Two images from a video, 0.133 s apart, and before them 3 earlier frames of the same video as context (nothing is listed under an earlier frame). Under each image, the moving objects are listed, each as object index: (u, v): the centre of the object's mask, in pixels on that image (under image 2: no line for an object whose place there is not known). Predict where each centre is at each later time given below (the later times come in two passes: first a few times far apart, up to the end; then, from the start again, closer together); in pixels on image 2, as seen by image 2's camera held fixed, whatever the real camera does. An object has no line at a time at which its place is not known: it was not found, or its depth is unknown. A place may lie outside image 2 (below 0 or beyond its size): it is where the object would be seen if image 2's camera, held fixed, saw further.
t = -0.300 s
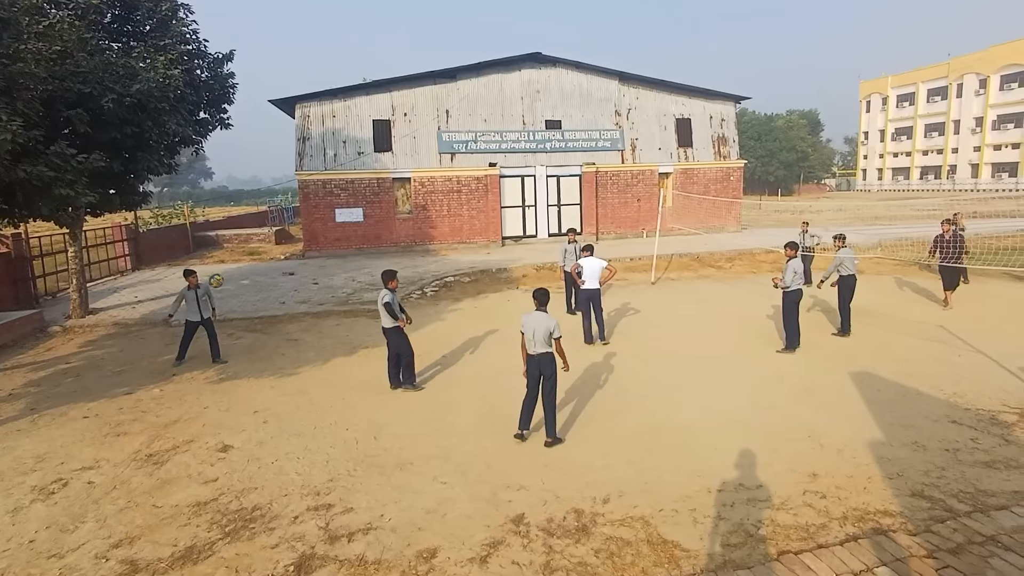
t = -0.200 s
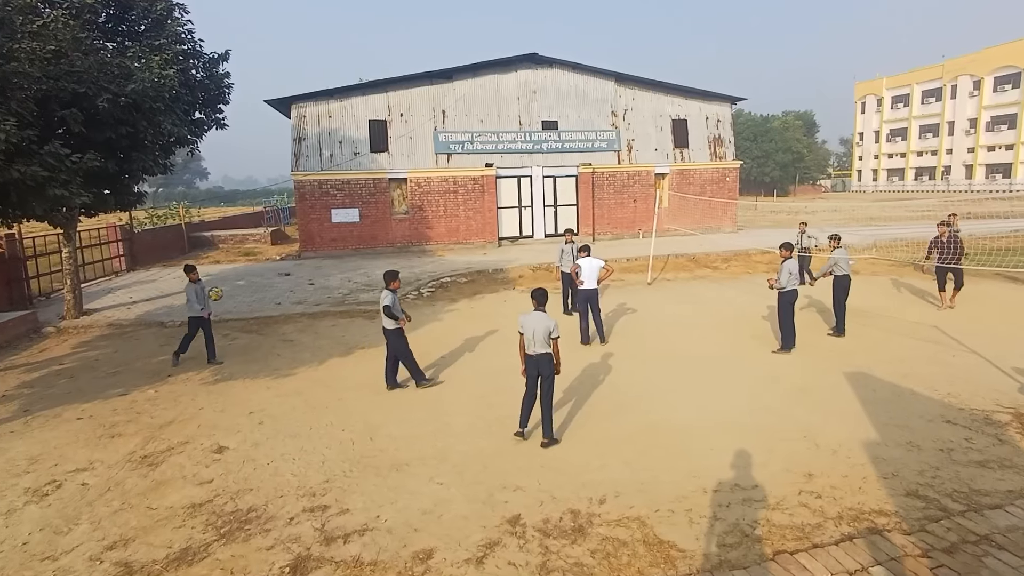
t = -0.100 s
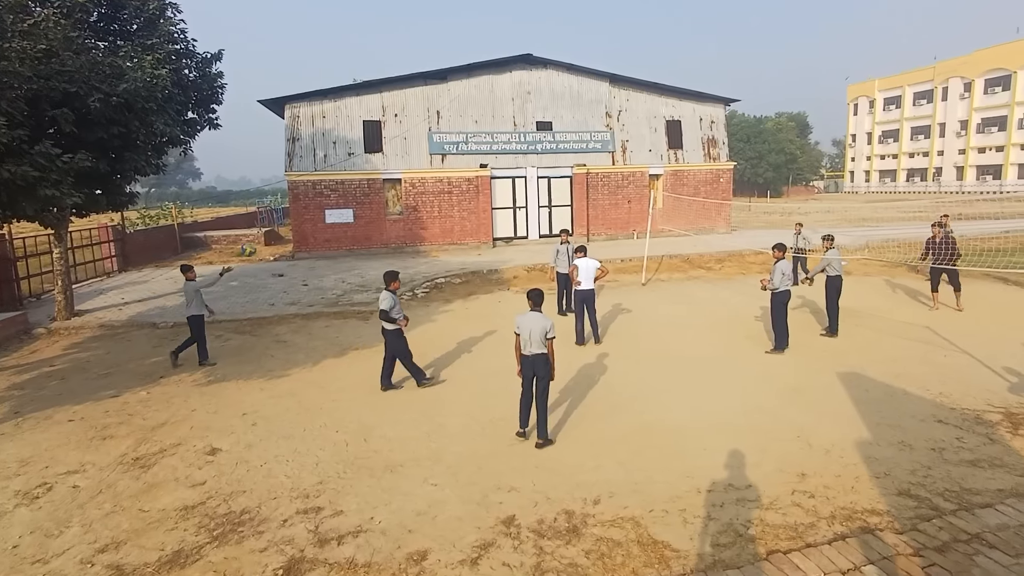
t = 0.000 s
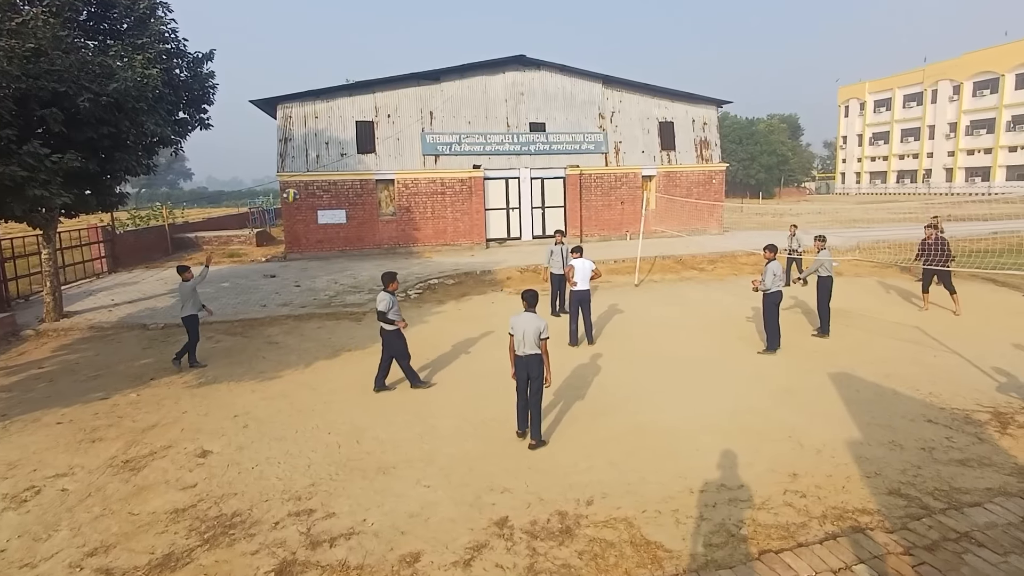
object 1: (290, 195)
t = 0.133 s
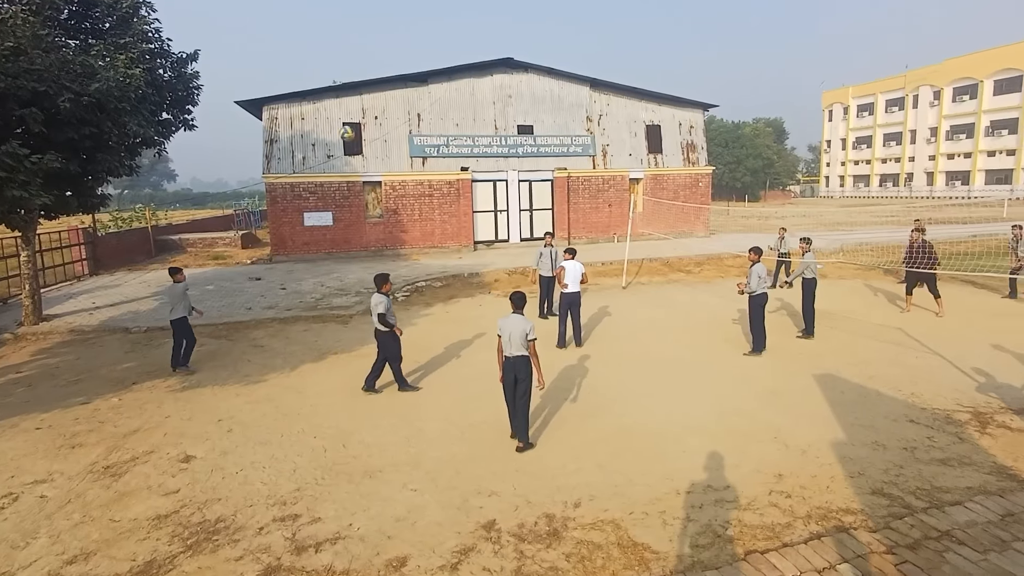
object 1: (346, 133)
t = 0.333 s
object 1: (450, 61)
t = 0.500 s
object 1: (535, 22)
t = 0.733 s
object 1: (650, 2)
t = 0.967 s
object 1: (756, 22)
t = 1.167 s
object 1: (839, 65)
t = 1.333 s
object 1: (897, 117)
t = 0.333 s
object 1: (450, 61)
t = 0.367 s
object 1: (467, 51)
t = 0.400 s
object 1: (484, 43)
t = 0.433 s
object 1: (501, 35)
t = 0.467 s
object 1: (518, 28)
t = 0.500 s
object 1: (535, 22)
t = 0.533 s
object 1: (552, 17)
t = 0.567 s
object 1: (569, 12)
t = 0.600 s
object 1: (585, 8)
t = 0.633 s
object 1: (601, 5)
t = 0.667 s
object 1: (618, 4)
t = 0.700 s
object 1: (634, 2)
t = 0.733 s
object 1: (650, 2)
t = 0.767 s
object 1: (665, 3)
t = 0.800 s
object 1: (681, 4)
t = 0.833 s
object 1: (697, 6)
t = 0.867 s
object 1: (712, 8)
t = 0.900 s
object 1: (727, 12)
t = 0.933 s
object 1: (742, 16)
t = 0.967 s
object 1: (756, 22)
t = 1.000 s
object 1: (771, 27)
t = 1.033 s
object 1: (785, 34)
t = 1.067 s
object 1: (799, 40)
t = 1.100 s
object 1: (812, 48)
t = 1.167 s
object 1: (839, 65)
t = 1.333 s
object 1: (897, 117)
